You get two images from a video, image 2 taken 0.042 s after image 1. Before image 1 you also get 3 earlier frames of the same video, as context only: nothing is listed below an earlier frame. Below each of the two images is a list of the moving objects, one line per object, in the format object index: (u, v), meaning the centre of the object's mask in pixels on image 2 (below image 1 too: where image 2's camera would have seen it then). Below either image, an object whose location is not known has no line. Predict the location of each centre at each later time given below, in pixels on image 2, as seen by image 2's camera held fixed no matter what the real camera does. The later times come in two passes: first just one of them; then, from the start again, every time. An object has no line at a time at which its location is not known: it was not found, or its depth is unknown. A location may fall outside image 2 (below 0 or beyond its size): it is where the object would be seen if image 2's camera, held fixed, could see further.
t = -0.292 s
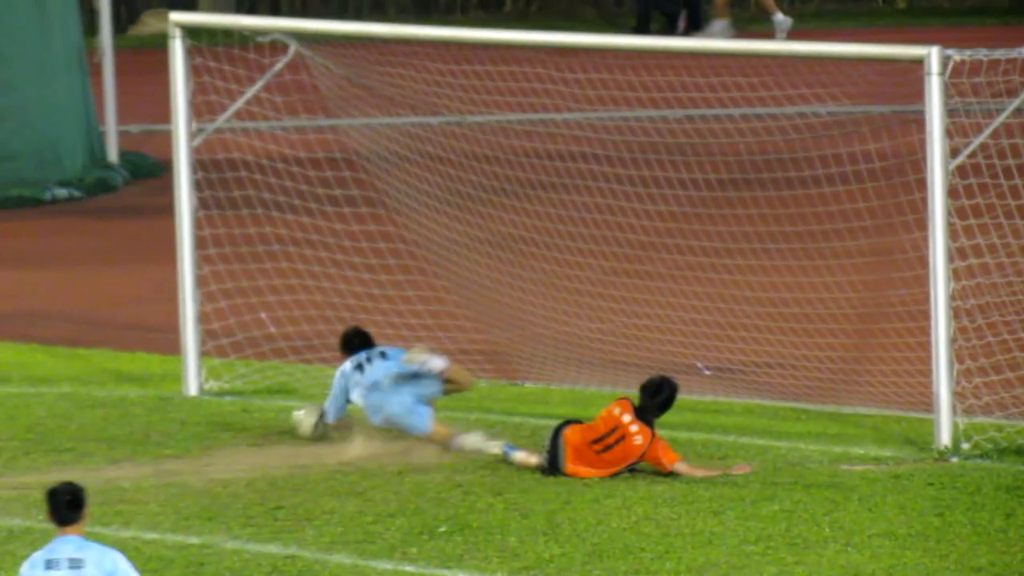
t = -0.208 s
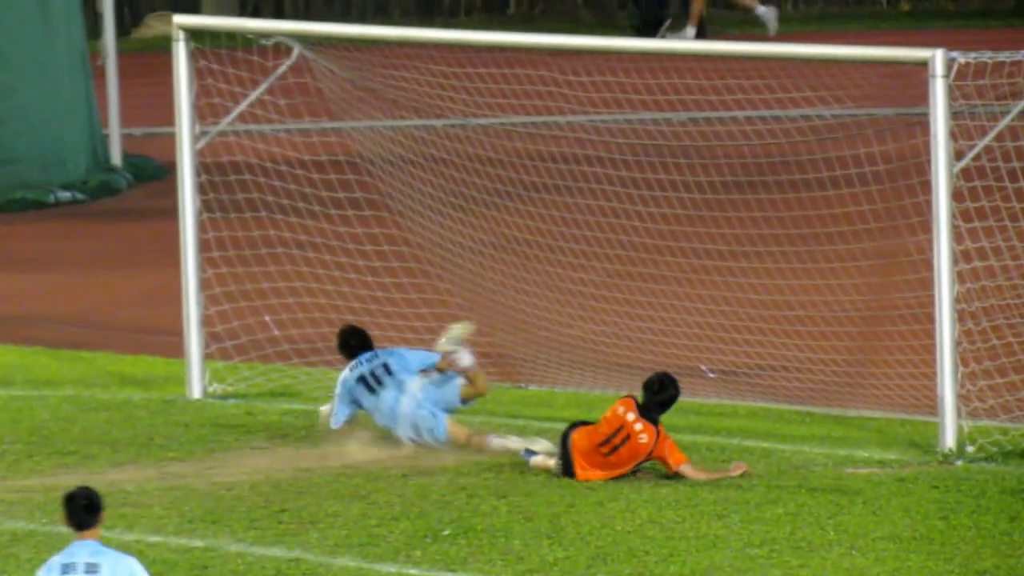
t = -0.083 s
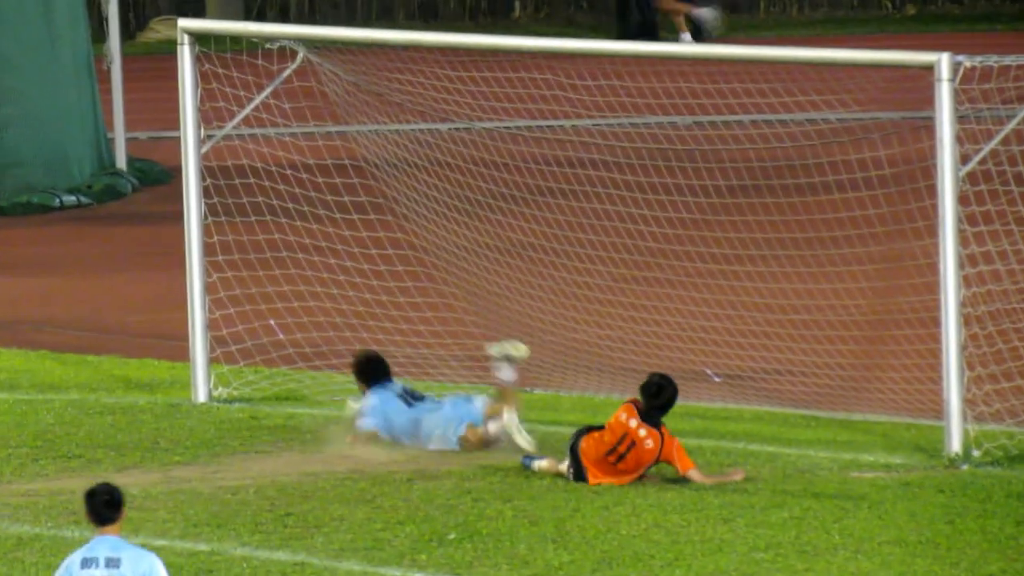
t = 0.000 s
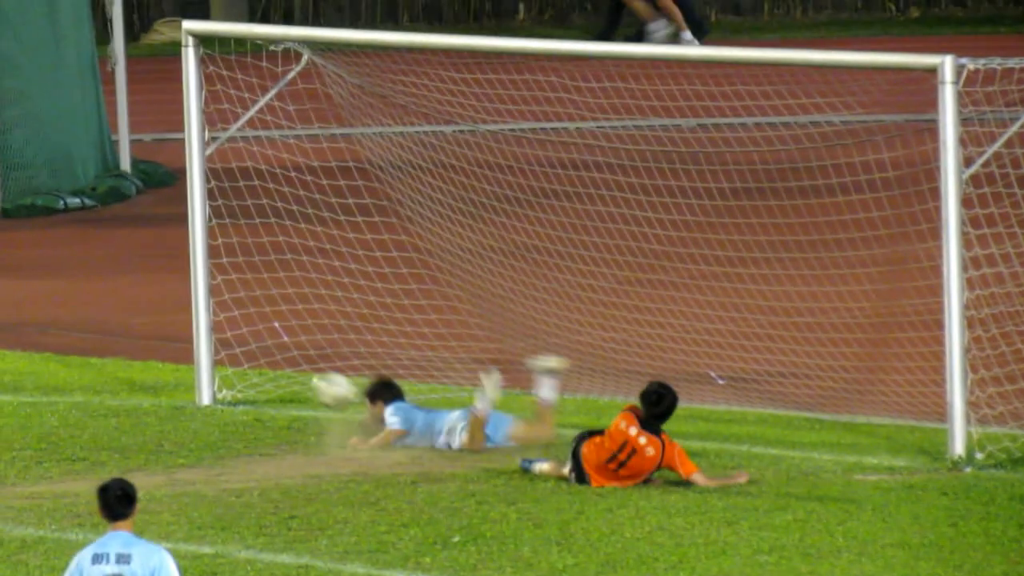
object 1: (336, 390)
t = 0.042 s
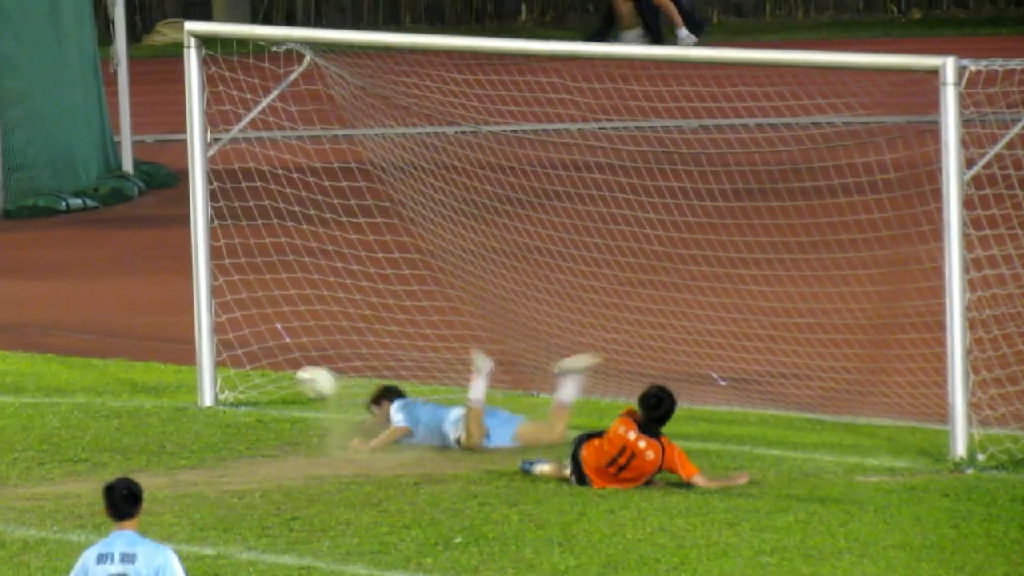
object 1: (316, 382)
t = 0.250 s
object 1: (228, 384)
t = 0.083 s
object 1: (298, 377)
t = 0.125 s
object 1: (279, 373)
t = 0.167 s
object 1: (261, 373)
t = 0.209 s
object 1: (243, 377)
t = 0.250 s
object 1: (228, 384)
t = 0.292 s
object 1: (208, 391)
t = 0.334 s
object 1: (188, 402)
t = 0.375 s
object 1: (173, 414)
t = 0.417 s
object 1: (155, 412)
